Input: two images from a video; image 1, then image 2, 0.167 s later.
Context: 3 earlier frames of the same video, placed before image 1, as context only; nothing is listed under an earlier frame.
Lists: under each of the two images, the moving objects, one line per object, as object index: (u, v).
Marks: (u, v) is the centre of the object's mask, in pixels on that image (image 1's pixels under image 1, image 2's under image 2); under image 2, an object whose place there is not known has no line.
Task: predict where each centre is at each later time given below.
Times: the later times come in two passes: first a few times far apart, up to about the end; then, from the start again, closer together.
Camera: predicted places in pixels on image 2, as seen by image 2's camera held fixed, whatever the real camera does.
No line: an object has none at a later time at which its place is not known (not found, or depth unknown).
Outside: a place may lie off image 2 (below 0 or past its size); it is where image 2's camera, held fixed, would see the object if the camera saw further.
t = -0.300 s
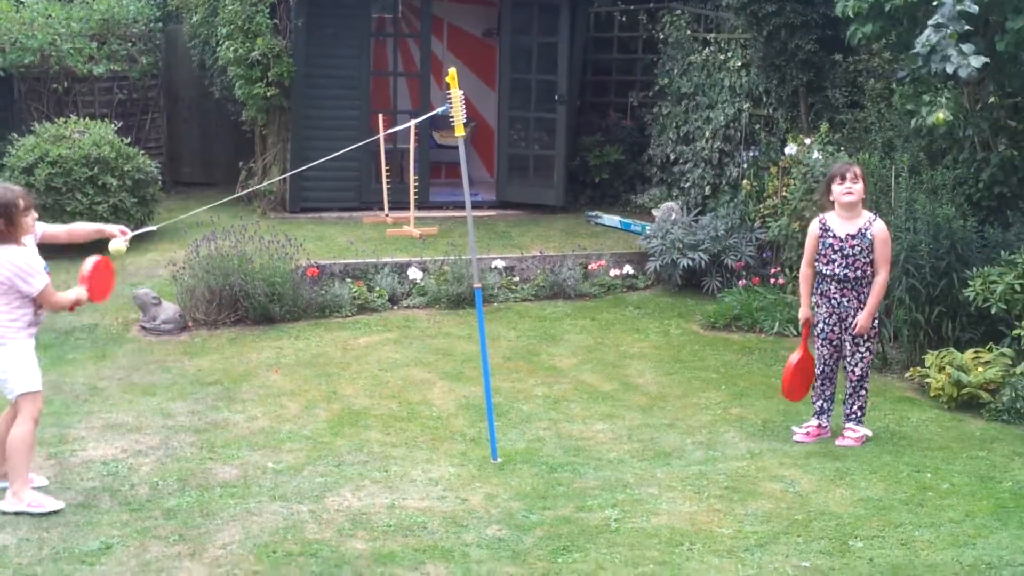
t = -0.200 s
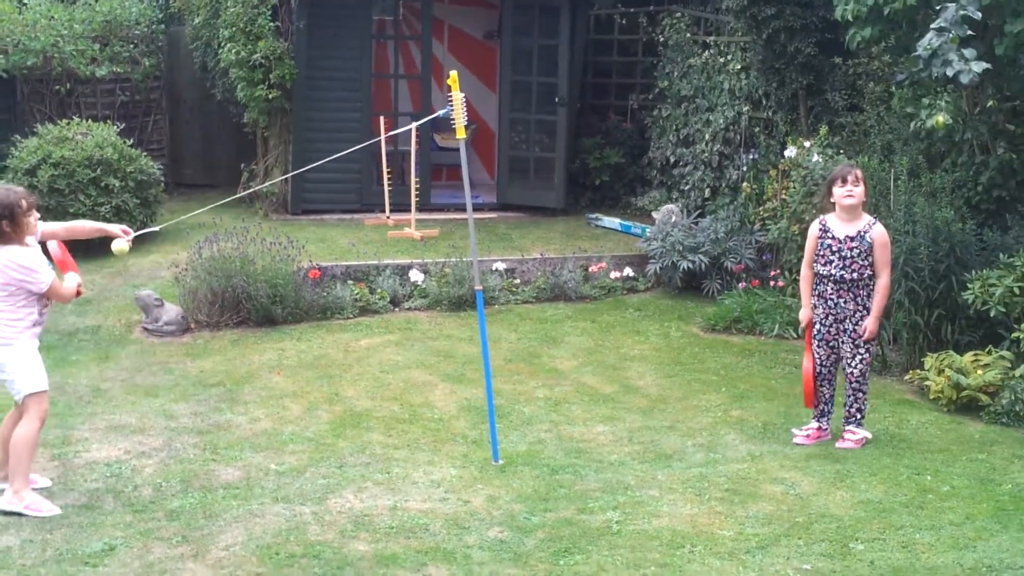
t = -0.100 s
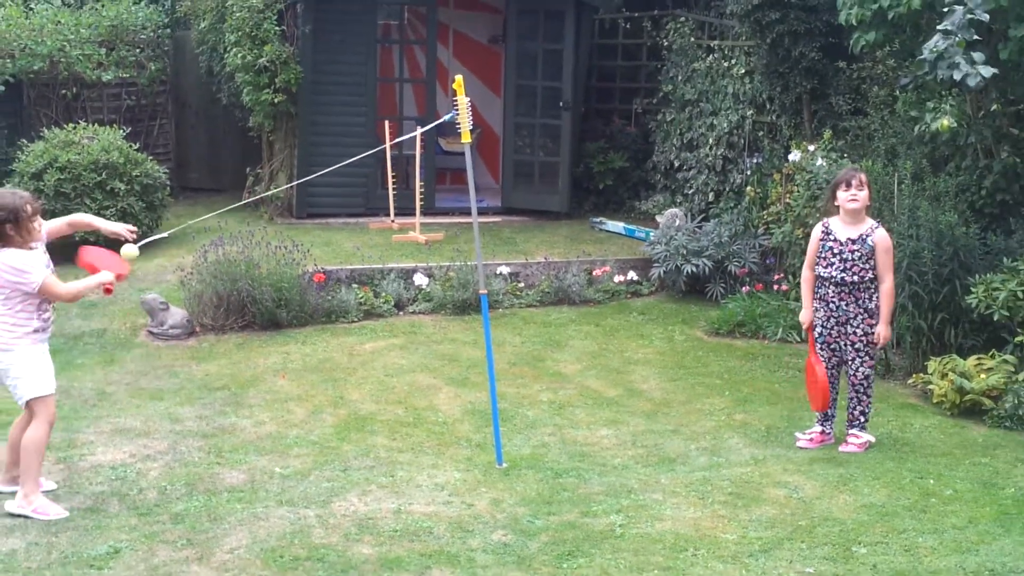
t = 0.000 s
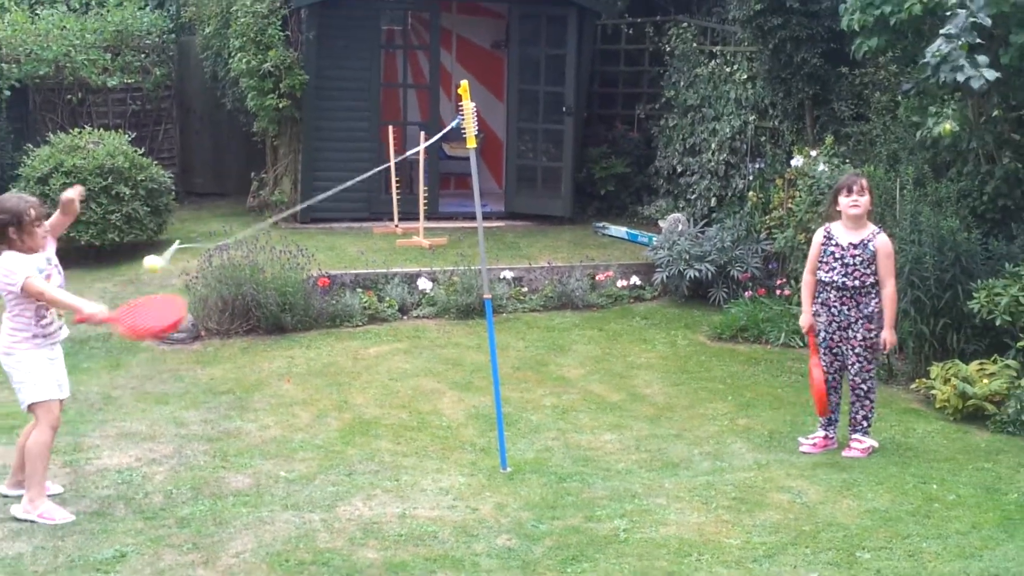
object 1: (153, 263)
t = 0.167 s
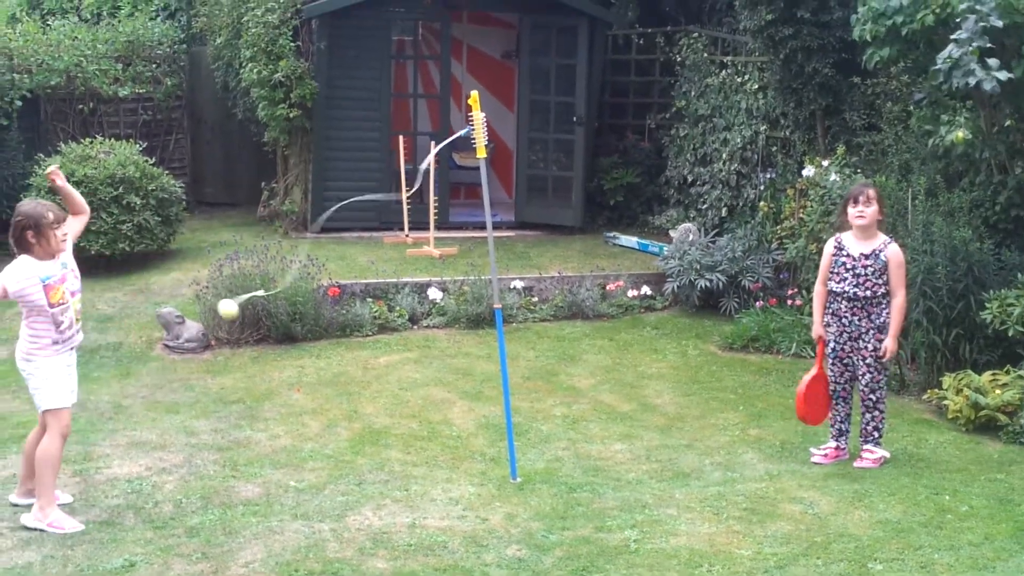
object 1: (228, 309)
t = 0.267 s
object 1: (277, 361)
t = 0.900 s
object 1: (682, 369)
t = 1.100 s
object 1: (664, 305)
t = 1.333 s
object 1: (590, 287)
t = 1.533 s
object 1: (505, 320)
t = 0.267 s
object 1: (277, 361)
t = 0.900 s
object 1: (682, 369)
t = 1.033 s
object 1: (677, 323)
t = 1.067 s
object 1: (671, 313)
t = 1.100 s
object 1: (664, 305)
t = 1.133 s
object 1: (656, 300)
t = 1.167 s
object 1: (647, 293)
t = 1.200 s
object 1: (638, 290)
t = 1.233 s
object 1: (626, 286)
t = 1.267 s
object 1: (615, 285)
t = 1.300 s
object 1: (603, 286)
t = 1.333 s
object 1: (590, 287)
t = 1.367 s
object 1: (576, 290)
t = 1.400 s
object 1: (562, 295)
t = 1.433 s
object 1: (548, 300)
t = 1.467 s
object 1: (533, 305)
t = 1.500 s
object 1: (517, 314)
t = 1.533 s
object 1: (505, 320)
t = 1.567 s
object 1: (487, 330)
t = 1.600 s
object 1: (470, 339)
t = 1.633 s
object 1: (455, 349)
